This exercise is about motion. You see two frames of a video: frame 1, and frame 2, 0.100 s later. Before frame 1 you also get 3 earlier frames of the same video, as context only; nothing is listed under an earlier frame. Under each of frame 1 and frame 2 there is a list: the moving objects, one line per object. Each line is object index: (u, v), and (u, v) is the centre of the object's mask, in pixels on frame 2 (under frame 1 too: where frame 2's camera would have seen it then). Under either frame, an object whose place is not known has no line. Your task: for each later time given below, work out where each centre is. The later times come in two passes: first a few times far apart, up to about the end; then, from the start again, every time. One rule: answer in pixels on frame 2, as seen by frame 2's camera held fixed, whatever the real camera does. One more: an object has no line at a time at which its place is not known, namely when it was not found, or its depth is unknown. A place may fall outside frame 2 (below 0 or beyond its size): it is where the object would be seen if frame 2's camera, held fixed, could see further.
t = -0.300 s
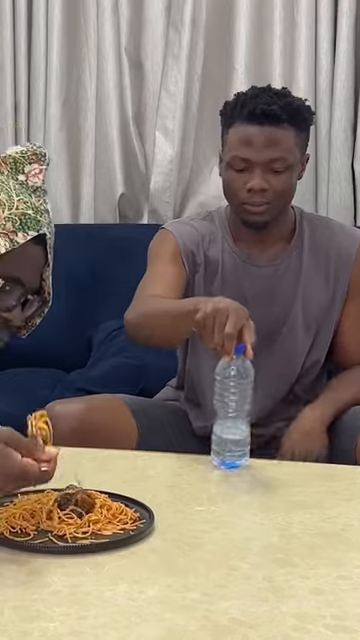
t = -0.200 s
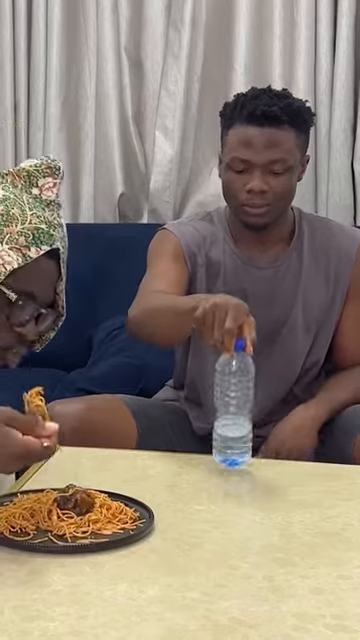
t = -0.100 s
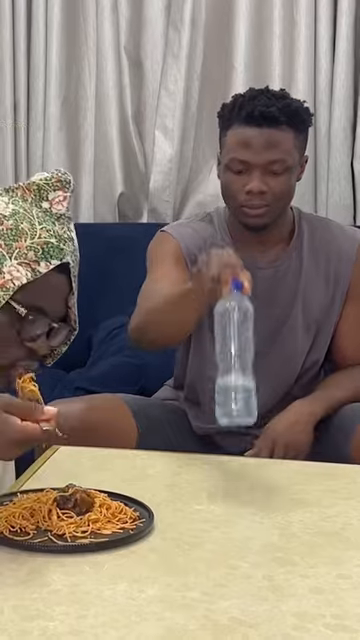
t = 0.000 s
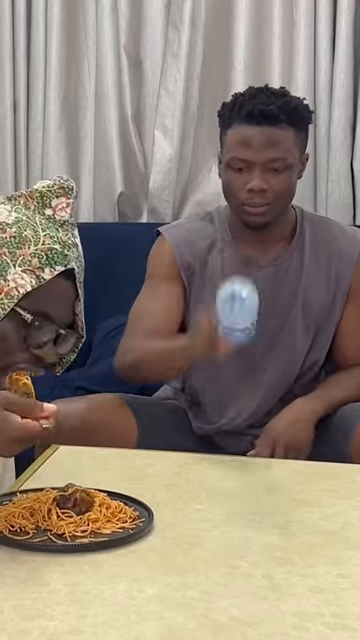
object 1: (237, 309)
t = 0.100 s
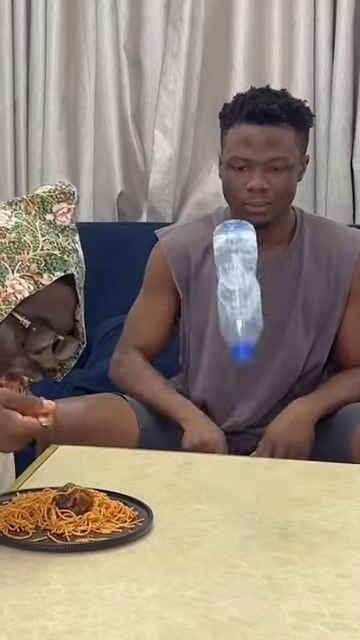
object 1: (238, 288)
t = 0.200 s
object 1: (234, 280)
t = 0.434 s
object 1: (223, 438)
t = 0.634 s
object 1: (200, 489)
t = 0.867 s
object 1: (202, 489)
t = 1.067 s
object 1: (203, 489)
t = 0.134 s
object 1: (236, 275)
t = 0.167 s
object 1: (235, 272)
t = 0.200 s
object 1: (234, 280)
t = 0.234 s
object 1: (233, 296)
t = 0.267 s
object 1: (232, 320)
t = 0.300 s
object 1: (231, 351)
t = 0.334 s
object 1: (230, 388)
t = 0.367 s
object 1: (229, 431)
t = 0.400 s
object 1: (226, 436)
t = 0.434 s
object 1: (223, 438)
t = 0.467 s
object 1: (220, 440)
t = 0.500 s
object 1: (216, 443)
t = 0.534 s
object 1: (213, 448)
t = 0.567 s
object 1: (208, 457)
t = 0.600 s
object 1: (203, 471)
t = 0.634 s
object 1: (200, 489)
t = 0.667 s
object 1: (200, 484)
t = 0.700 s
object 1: (200, 486)
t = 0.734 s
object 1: (200, 488)
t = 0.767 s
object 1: (201, 489)
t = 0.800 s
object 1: (202, 489)
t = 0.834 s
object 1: (202, 489)
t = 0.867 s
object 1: (202, 489)
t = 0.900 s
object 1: (202, 490)
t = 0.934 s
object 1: (202, 489)
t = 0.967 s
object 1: (203, 490)
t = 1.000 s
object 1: (203, 490)
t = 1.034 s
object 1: (203, 490)
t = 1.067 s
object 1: (203, 489)
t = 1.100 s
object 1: (202, 490)
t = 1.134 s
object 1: (202, 490)
